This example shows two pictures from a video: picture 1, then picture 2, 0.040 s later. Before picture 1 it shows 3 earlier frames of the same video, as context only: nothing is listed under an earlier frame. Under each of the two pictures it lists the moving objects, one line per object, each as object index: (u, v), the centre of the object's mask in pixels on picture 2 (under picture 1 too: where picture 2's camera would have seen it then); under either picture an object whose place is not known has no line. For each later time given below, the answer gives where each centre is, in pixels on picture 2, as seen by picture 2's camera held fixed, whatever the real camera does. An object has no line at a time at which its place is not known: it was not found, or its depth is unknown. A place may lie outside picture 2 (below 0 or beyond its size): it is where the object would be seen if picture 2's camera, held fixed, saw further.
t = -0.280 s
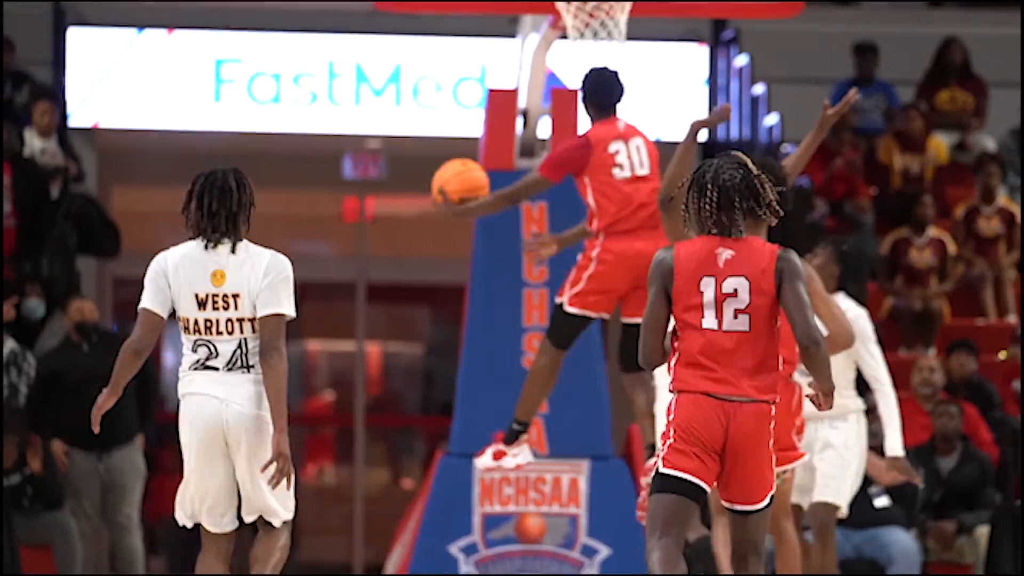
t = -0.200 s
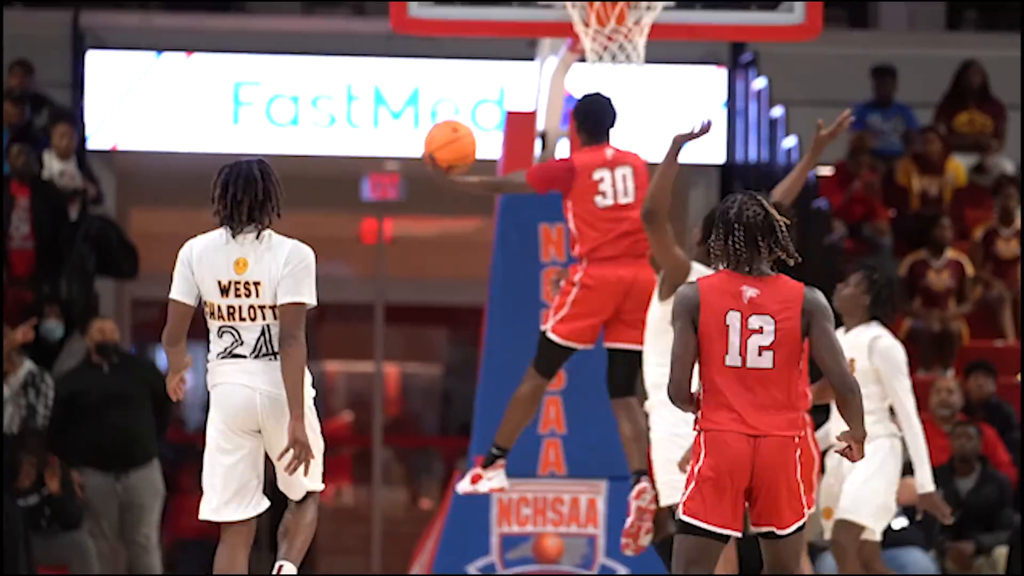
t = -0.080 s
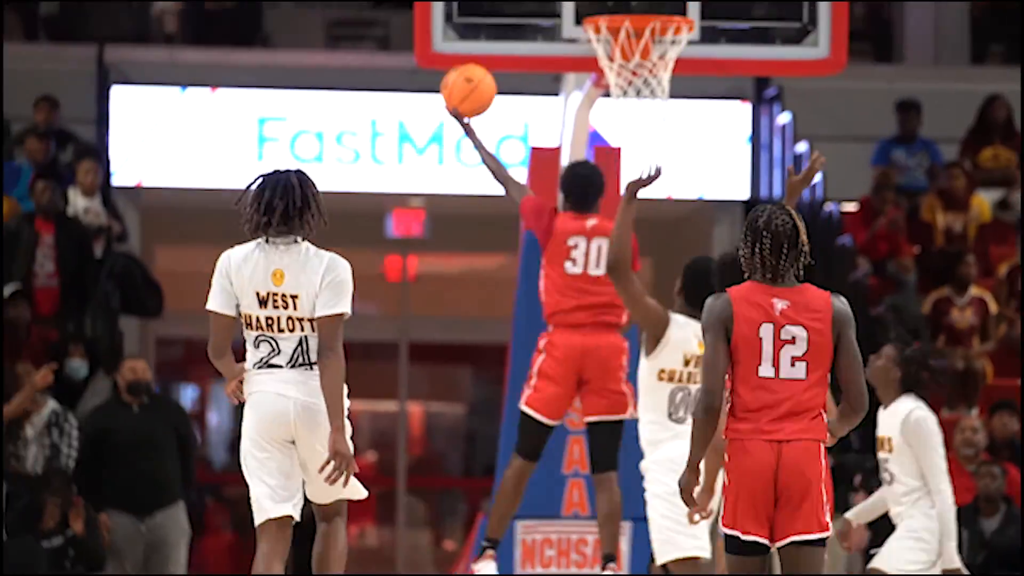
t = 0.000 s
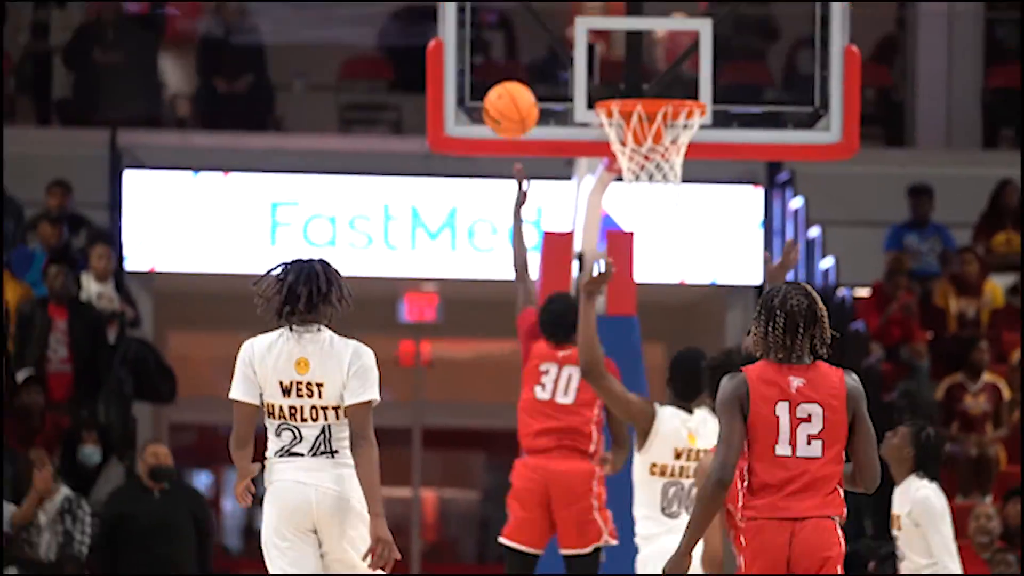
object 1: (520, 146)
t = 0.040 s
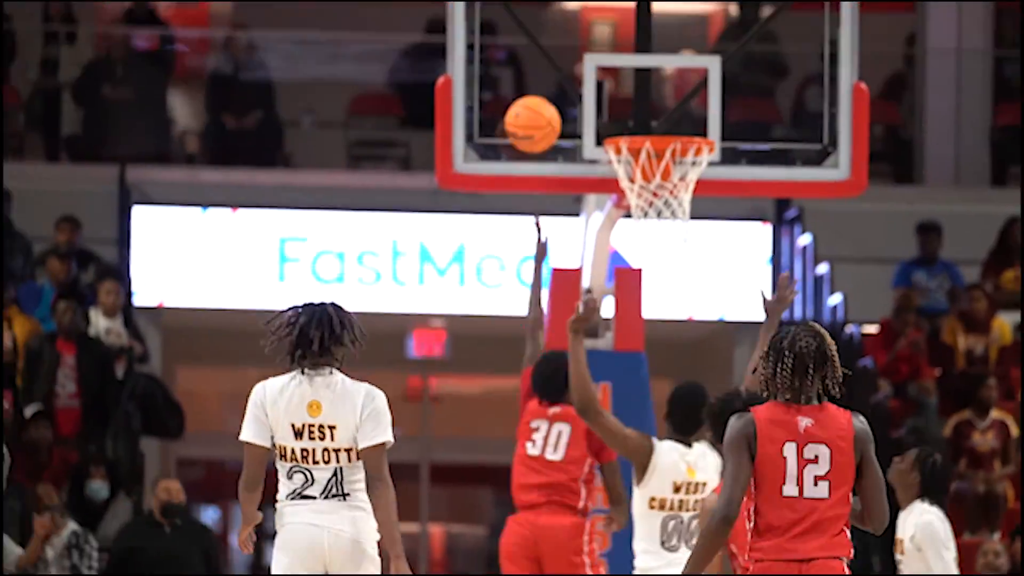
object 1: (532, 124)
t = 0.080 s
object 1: (551, 95)
